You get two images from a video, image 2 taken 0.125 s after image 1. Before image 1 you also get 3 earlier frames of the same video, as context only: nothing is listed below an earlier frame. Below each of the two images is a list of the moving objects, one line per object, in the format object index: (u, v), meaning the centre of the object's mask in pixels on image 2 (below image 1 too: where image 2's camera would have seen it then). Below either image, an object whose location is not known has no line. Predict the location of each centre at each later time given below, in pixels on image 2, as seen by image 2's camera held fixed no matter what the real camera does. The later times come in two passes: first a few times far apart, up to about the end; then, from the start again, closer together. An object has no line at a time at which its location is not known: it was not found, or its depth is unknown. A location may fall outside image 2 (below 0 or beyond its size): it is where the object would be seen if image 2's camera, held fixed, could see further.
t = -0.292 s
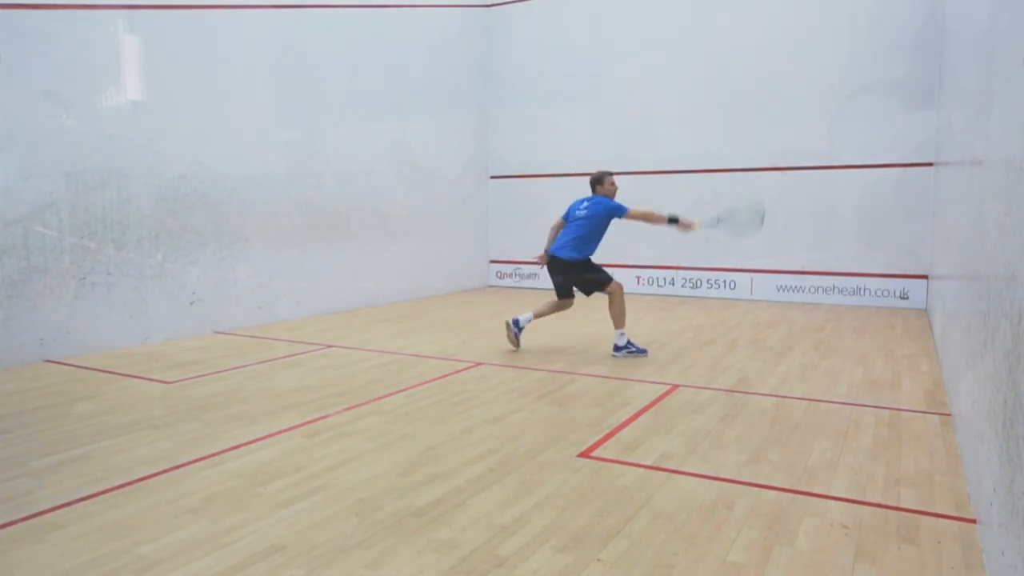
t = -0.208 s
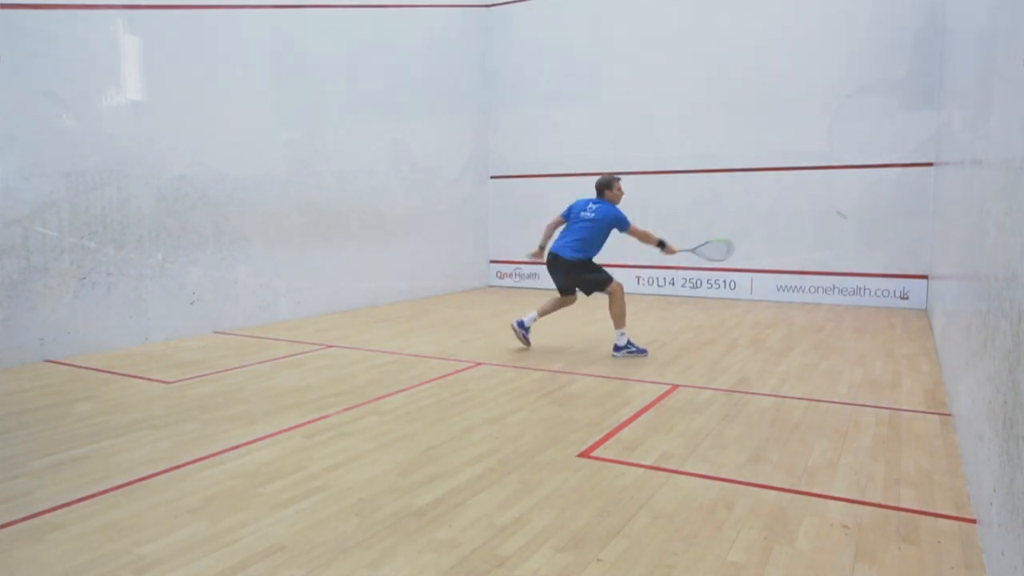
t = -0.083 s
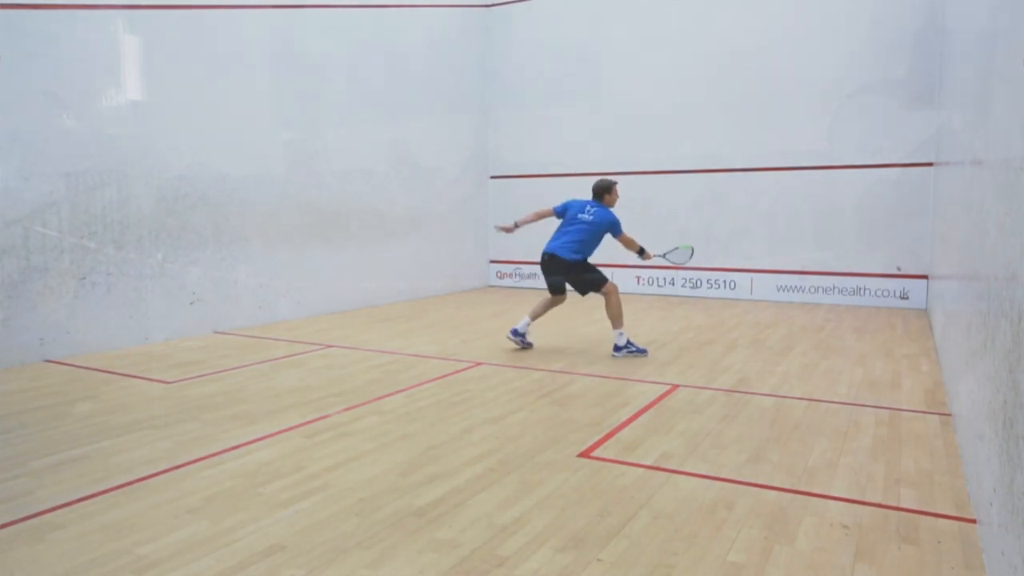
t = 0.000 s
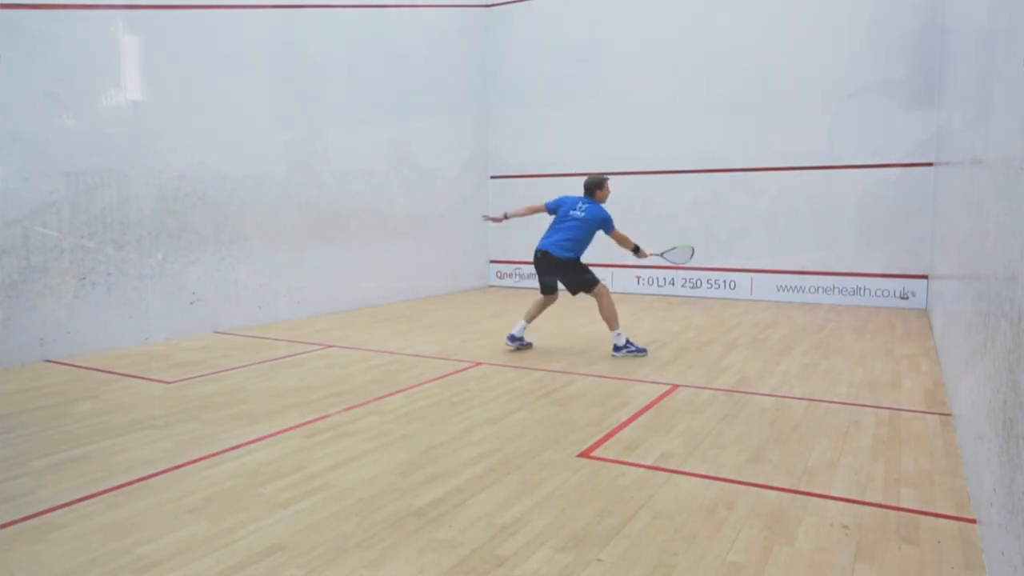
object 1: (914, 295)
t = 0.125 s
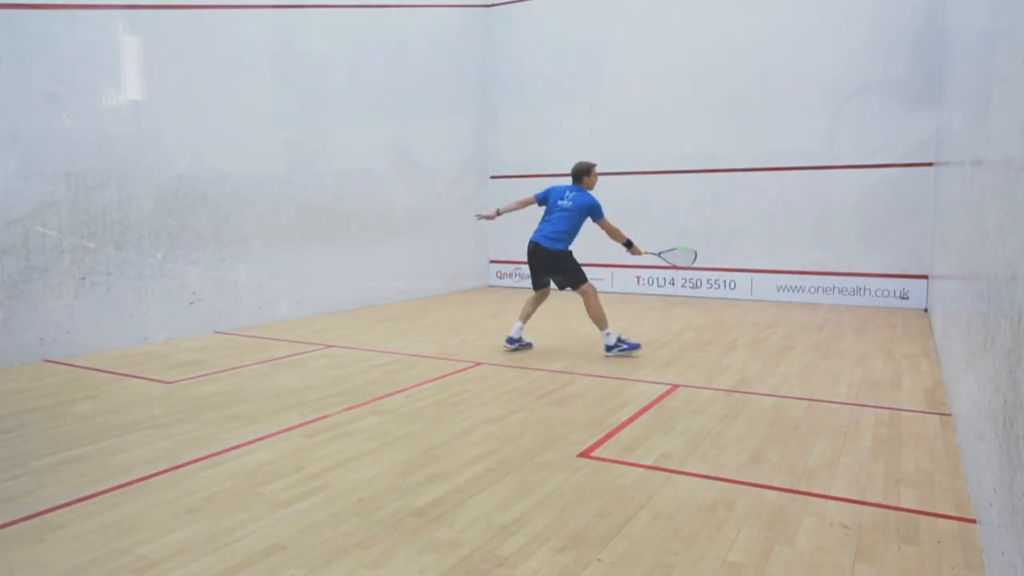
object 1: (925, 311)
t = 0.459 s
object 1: (898, 319)
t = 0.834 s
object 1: (885, 351)
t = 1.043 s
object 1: (884, 364)
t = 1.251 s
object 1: (883, 382)
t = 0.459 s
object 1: (898, 319)
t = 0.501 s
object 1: (894, 328)
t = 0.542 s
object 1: (891, 335)
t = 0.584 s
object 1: (890, 332)
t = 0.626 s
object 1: (889, 331)
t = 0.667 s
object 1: (889, 331)
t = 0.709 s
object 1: (888, 333)
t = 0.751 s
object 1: (887, 337)
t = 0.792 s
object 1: (886, 344)
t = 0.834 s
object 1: (885, 351)
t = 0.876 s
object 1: (885, 350)
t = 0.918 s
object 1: (885, 352)
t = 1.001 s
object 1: (884, 362)
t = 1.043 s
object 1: (884, 364)
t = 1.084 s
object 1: (884, 367)
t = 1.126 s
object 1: (883, 371)
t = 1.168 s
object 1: (883, 374)
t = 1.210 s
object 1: (883, 378)
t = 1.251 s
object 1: (883, 382)
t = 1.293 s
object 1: (883, 385)
